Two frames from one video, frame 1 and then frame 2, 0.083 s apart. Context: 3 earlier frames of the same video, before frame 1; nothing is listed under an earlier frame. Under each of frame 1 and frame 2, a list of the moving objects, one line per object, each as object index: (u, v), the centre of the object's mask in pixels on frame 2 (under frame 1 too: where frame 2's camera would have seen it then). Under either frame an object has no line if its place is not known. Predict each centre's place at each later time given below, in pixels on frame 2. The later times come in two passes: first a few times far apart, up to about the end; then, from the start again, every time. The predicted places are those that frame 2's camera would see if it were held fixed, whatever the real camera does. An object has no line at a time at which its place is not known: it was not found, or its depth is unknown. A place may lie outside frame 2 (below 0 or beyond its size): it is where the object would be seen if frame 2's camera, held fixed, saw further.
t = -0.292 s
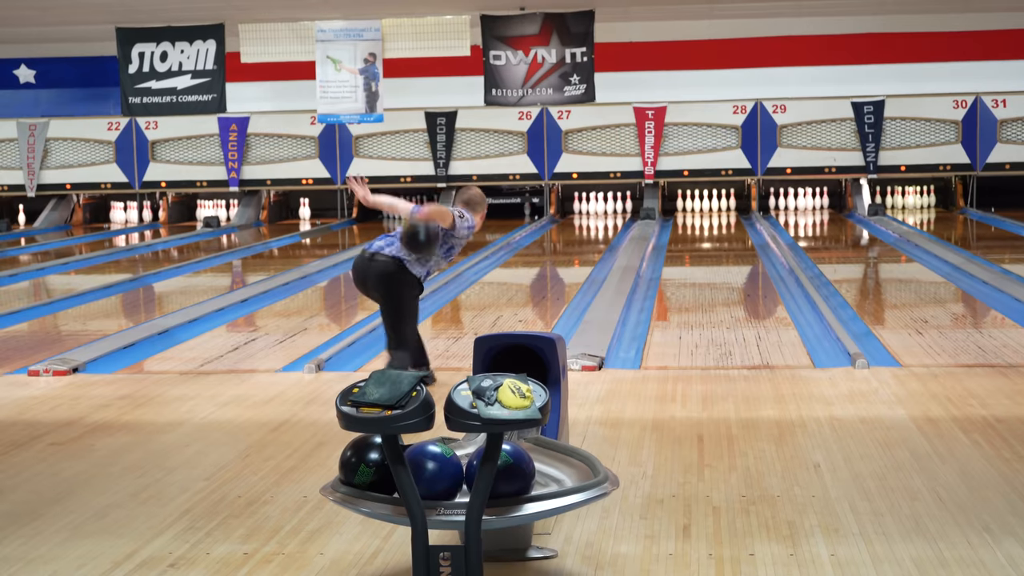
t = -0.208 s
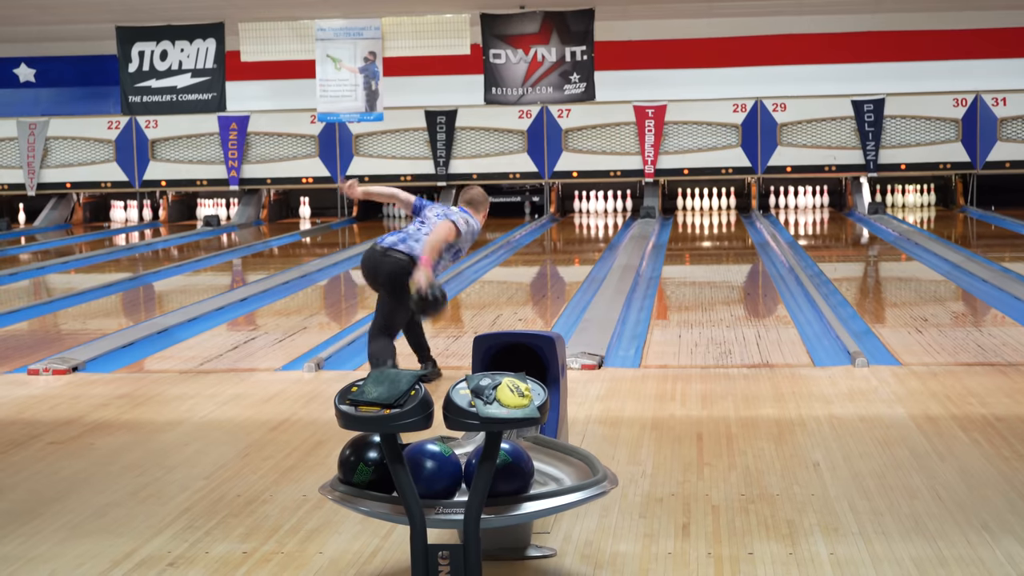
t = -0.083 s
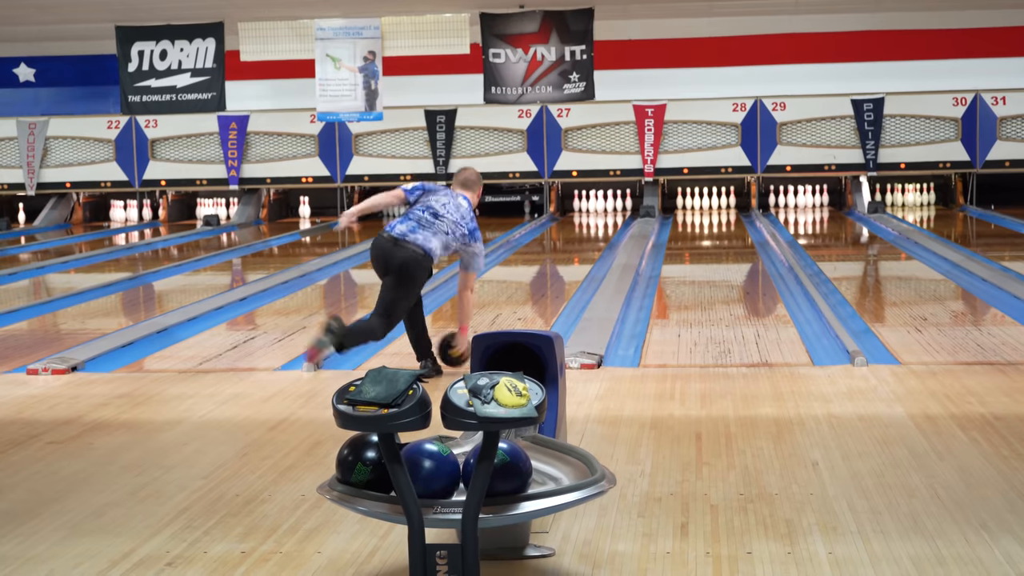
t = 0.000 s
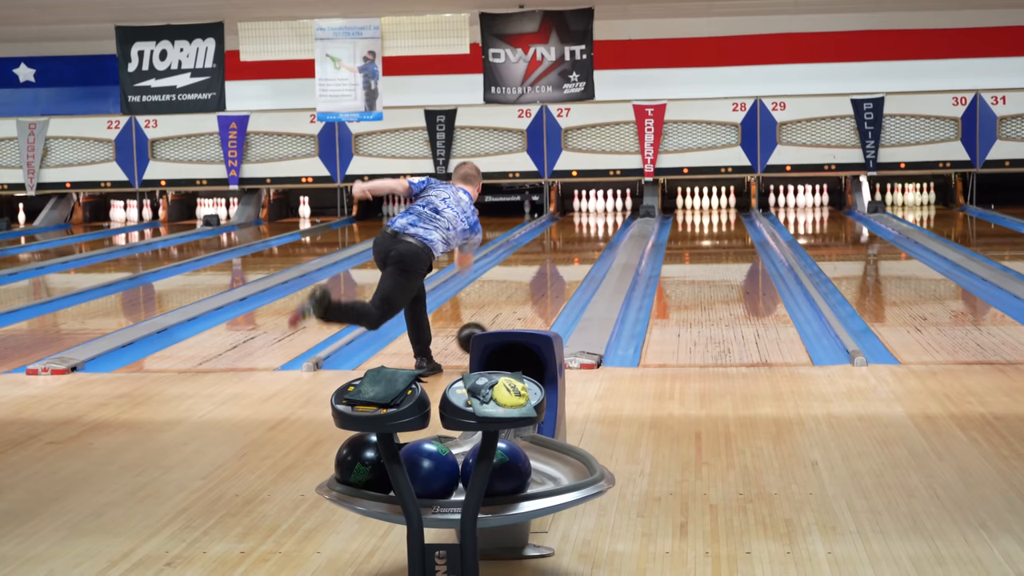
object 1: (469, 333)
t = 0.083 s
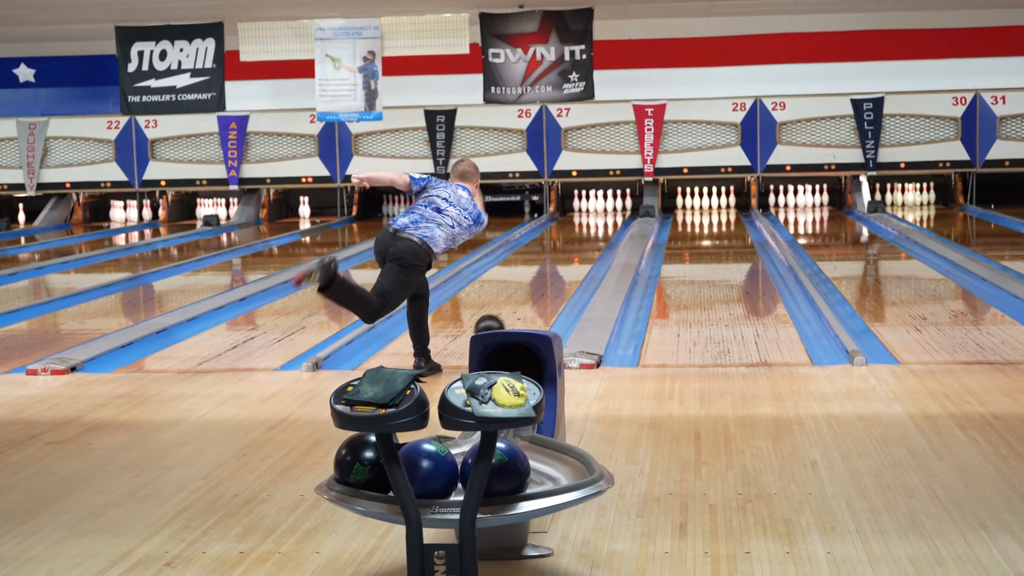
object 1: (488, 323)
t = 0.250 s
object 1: (517, 305)
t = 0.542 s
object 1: (551, 278)
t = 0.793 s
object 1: (572, 259)
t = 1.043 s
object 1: (587, 246)
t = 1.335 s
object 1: (600, 233)
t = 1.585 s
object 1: (607, 224)
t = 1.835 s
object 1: (609, 216)
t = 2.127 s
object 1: (606, 210)
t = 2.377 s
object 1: (604, 206)
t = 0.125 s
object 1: (497, 320)
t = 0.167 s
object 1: (504, 314)
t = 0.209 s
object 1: (511, 309)
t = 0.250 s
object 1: (517, 305)
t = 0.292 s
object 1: (523, 301)
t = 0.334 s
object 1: (528, 297)
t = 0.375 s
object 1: (533, 293)
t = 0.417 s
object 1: (538, 289)
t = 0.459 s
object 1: (543, 285)
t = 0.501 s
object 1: (547, 281)
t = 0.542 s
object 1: (551, 278)
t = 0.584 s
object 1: (555, 274)
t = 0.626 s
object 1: (559, 271)
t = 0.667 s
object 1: (563, 268)
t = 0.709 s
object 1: (566, 265)
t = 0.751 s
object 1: (569, 262)
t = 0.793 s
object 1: (572, 259)
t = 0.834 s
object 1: (575, 257)
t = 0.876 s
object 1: (578, 254)
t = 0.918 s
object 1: (581, 252)
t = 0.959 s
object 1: (583, 250)
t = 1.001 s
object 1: (585, 248)
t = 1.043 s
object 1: (587, 246)
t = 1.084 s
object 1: (590, 243)
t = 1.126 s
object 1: (592, 242)
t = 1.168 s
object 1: (594, 240)
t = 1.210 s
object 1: (596, 238)
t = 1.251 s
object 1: (597, 236)
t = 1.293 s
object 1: (599, 234)
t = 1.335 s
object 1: (600, 233)
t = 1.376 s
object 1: (602, 231)
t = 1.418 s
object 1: (603, 229)
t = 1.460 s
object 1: (604, 228)
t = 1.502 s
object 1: (605, 226)
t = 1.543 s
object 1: (606, 225)
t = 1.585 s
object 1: (607, 224)
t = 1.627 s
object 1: (608, 222)
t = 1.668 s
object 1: (608, 221)
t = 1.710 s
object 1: (609, 220)
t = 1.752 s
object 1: (609, 219)
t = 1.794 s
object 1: (609, 218)
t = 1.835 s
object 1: (609, 216)
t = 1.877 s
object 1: (609, 215)
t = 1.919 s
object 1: (609, 214)
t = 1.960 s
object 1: (608, 213)
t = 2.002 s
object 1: (608, 212)
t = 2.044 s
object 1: (608, 211)
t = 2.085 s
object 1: (607, 211)
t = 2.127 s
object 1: (606, 210)
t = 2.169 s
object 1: (606, 209)
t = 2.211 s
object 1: (605, 208)
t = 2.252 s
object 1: (604, 208)
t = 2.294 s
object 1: (604, 207)
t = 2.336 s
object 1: (604, 206)
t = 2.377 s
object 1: (604, 206)
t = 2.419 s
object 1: (605, 205)
